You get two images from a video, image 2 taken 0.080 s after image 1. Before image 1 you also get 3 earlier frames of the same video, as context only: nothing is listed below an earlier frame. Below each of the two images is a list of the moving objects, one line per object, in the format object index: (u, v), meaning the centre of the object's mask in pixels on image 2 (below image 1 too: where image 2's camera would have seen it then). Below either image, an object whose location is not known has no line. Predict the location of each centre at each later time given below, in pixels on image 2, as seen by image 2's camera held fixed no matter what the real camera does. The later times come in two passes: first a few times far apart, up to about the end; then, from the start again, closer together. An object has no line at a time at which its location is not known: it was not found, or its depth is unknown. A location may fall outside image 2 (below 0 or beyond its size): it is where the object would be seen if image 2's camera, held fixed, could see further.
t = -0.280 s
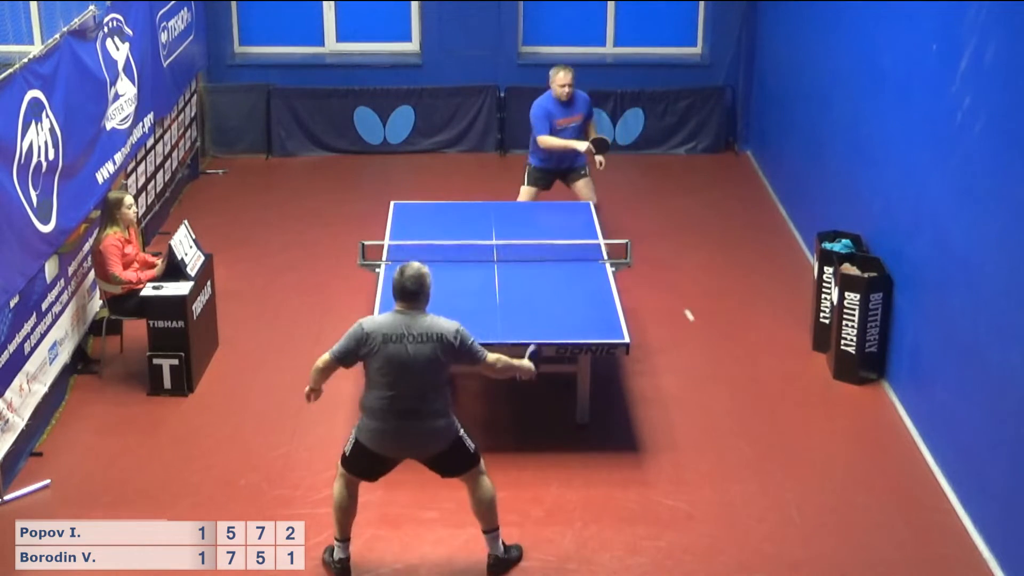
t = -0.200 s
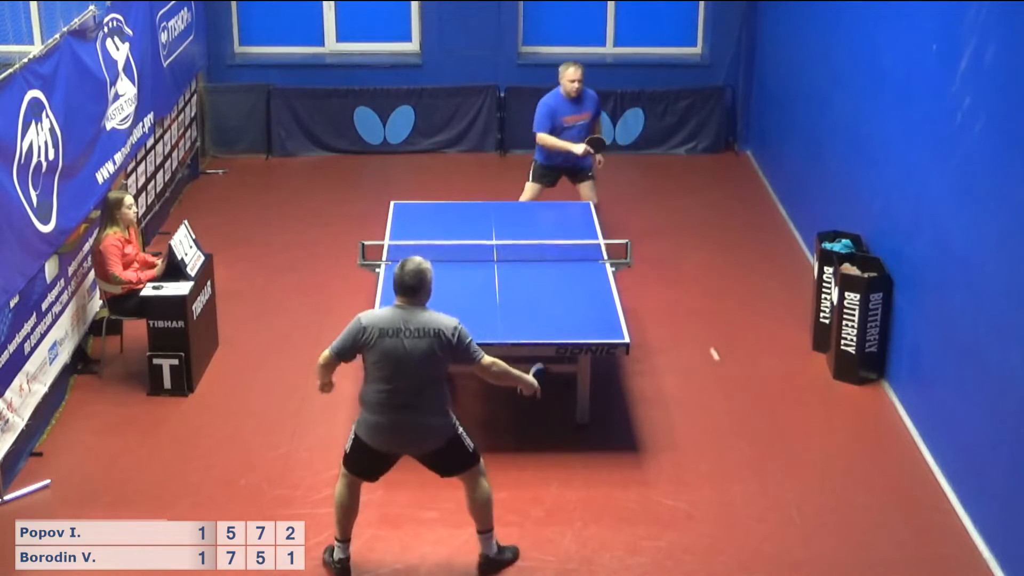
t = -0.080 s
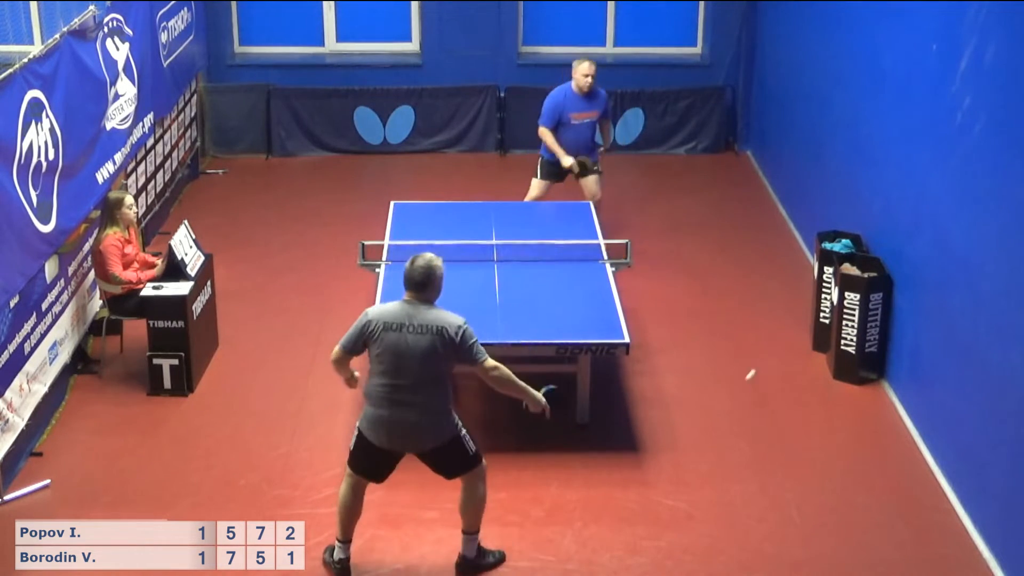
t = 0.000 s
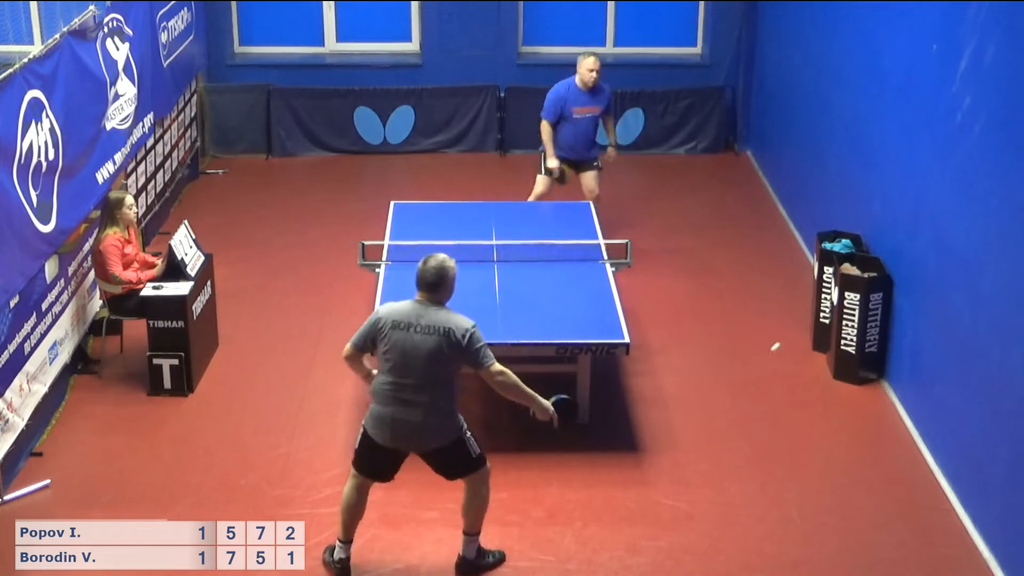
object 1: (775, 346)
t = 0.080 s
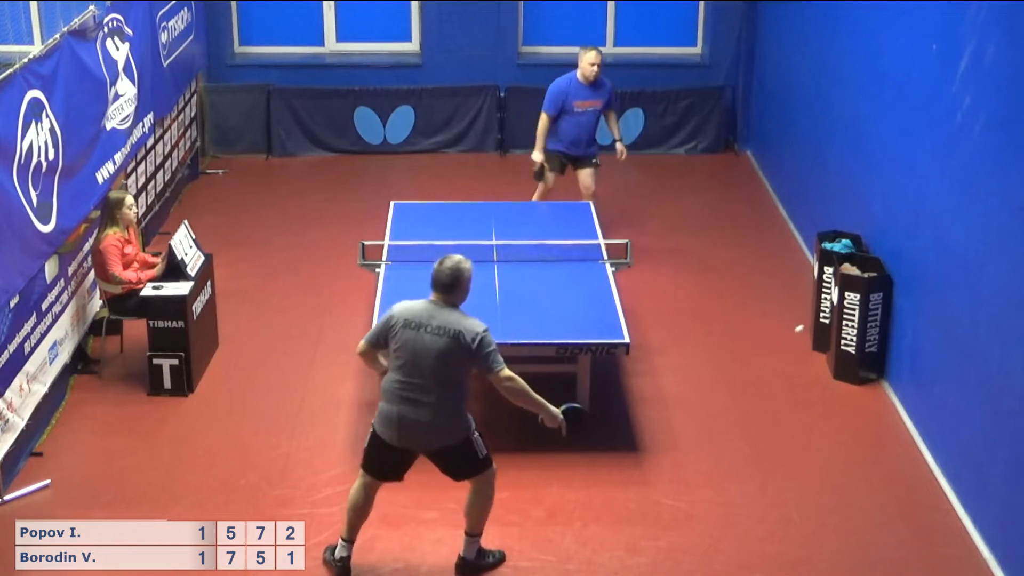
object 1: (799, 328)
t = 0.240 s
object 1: (844, 319)
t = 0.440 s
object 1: (891, 356)
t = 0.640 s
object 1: (875, 391)
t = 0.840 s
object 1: (868, 370)
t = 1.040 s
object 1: (855, 401)
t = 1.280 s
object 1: (844, 388)
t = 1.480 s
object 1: (833, 410)
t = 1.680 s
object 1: (824, 405)
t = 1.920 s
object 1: (813, 430)
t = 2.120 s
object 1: (805, 415)
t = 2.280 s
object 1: (797, 435)
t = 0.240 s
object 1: (844, 319)
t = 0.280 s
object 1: (854, 322)
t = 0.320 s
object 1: (864, 327)
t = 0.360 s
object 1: (873, 335)
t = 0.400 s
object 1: (883, 345)
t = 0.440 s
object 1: (891, 356)
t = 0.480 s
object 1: (899, 370)
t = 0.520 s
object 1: (892, 383)
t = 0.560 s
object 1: (882, 397)
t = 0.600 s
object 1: (877, 402)
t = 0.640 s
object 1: (875, 391)
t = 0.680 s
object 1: (874, 382)
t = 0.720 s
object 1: (873, 376)
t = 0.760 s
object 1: (872, 372)
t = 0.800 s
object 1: (870, 370)
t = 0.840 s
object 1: (868, 370)
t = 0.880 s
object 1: (866, 372)
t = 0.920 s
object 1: (863, 376)
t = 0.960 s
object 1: (860, 382)
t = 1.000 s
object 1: (858, 391)
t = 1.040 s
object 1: (855, 401)
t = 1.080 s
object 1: (851, 415)
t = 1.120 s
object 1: (850, 411)
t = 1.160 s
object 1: (849, 402)
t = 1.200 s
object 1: (848, 395)
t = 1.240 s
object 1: (846, 391)
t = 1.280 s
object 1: (844, 388)
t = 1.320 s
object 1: (843, 388)
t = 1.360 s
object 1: (840, 391)
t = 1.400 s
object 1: (838, 395)
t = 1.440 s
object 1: (836, 402)
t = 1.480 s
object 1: (833, 410)
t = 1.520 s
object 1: (830, 422)
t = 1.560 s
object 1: (828, 422)
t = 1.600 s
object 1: (827, 415)
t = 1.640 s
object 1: (826, 408)
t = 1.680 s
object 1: (824, 405)
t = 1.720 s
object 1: (823, 403)
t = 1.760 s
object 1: (821, 404)
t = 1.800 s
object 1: (819, 407)
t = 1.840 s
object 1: (817, 412)
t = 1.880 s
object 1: (815, 420)
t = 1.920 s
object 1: (813, 430)
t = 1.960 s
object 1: (811, 431)
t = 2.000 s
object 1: (810, 424)
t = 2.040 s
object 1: (808, 418)
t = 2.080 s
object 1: (807, 416)
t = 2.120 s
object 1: (805, 415)
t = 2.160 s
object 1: (803, 417)
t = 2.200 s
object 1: (802, 421)
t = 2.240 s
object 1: (799, 427)
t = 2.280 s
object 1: (797, 435)
